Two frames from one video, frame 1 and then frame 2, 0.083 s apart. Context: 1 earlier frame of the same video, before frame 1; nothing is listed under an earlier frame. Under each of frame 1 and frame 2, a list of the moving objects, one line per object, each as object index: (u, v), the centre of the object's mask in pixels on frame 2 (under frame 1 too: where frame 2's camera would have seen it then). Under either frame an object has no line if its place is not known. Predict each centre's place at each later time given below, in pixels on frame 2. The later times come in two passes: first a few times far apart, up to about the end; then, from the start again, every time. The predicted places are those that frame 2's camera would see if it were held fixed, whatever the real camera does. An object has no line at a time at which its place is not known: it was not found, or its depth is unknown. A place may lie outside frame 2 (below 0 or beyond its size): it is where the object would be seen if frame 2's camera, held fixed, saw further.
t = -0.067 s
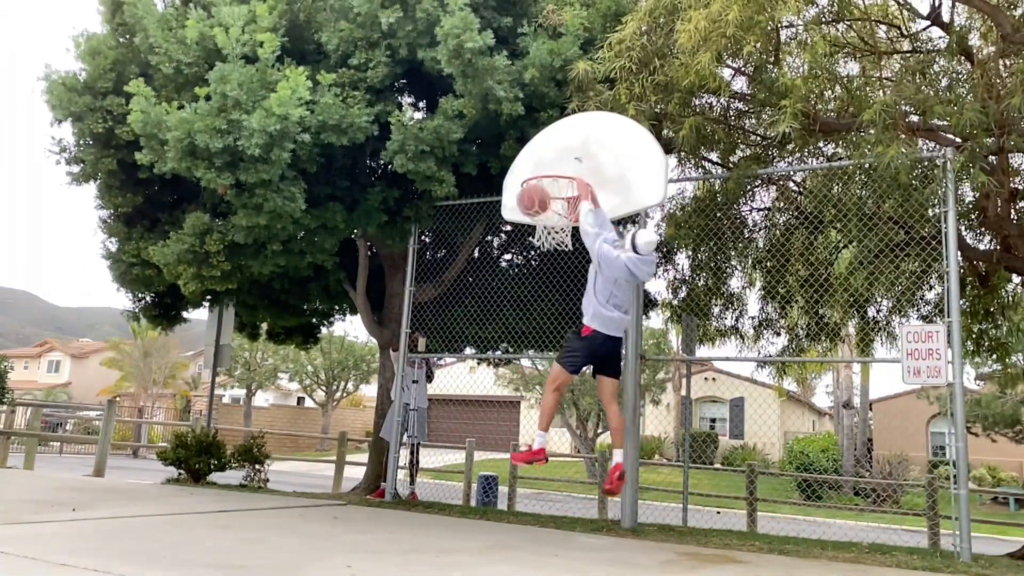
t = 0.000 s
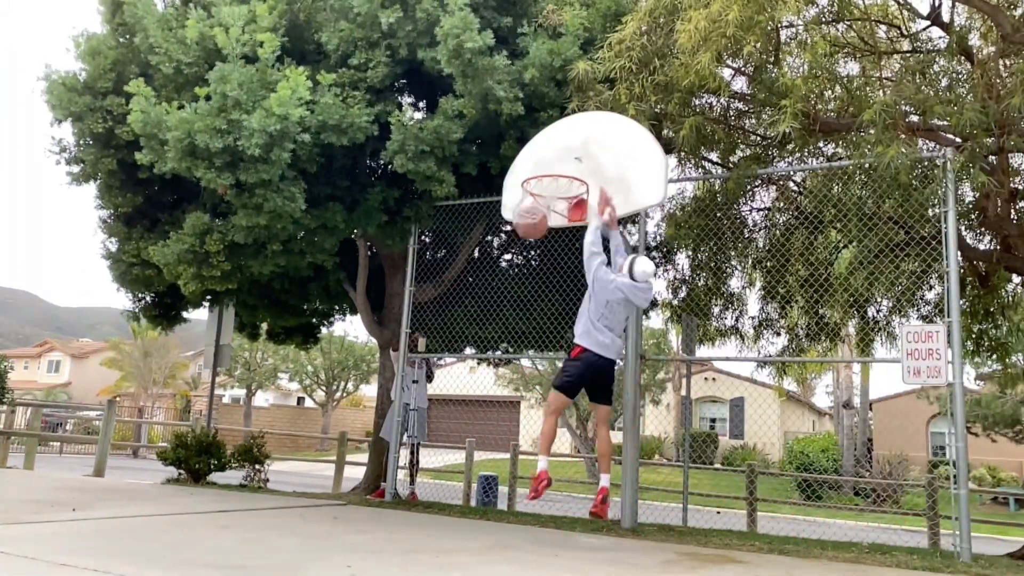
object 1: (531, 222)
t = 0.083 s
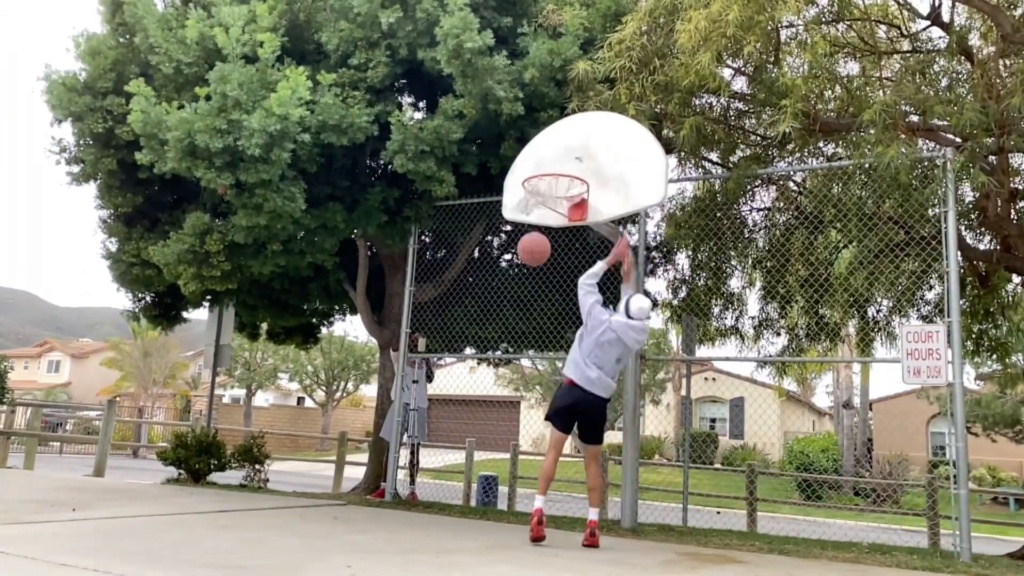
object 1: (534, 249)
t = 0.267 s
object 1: (537, 340)
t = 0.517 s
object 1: (542, 520)
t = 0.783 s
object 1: (609, 380)
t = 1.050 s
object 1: (674, 345)
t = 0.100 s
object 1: (535, 255)
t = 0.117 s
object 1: (535, 262)
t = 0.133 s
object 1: (535, 269)
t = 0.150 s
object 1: (536, 277)
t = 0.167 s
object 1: (536, 285)
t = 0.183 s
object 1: (536, 293)
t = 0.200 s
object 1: (537, 302)
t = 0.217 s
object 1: (537, 310)
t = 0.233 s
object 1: (537, 320)
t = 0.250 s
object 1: (537, 329)
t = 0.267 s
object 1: (537, 340)
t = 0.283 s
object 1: (538, 350)
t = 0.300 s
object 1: (537, 362)
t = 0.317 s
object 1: (538, 373)
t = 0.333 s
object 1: (538, 385)
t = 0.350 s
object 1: (538, 397)
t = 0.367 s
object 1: (538, 410)
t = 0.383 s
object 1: (538, 423)
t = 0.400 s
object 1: (538, 437)
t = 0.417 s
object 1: (538, 451)
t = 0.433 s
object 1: (538, 466)
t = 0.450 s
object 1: (538, 482)
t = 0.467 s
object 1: (538, 497)
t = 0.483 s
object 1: (537, 513)
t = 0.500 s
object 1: (538, 529)
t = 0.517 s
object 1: (542, 520)
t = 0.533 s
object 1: (546, 508)
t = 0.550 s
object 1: (550, 495)
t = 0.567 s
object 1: (554, 485)
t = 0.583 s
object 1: (559, 474)
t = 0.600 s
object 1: (563, 464)
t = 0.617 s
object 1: (568, 454)
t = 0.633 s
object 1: (572, 444)
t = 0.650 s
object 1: (576, 435)
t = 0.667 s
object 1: (581, 427)
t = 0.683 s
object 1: (585, 420)
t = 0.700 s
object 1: (589, 412)
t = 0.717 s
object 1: (593, 405)
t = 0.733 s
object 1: (597, 398)
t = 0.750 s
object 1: (601, 392)
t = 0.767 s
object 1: (605, 386)
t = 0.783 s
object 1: (609, 380)
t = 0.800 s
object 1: (612, 375)
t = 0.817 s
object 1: (617, 370)
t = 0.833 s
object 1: (622, 365)
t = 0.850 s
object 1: (626, 362)
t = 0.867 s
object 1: (630, 358)
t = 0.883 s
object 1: (635, 356)
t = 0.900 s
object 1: (638, 353)
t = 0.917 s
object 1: (642, 350)
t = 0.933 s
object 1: (646, 348)
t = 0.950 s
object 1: (650, 347)
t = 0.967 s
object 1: (654, 346)
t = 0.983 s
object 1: (658, 345)
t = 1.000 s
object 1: (661, 345)
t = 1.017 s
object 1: (665, 345)
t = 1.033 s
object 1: (670, 345)
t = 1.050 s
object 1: (674, 345)
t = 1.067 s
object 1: (678, 347)
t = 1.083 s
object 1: (682, 349)
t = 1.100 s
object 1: (685, 350)
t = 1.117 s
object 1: (690, 353)
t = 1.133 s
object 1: (694, 356)
